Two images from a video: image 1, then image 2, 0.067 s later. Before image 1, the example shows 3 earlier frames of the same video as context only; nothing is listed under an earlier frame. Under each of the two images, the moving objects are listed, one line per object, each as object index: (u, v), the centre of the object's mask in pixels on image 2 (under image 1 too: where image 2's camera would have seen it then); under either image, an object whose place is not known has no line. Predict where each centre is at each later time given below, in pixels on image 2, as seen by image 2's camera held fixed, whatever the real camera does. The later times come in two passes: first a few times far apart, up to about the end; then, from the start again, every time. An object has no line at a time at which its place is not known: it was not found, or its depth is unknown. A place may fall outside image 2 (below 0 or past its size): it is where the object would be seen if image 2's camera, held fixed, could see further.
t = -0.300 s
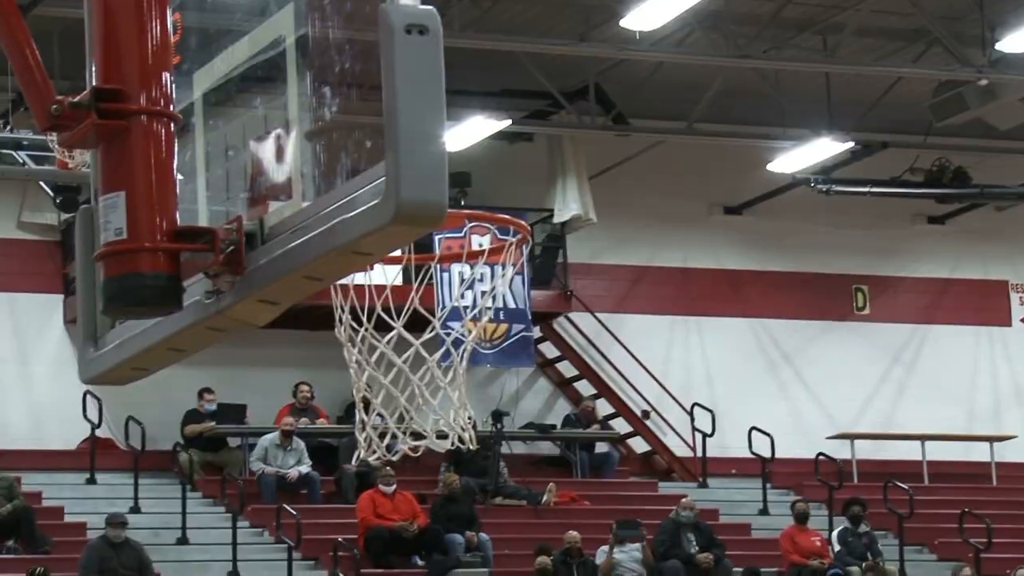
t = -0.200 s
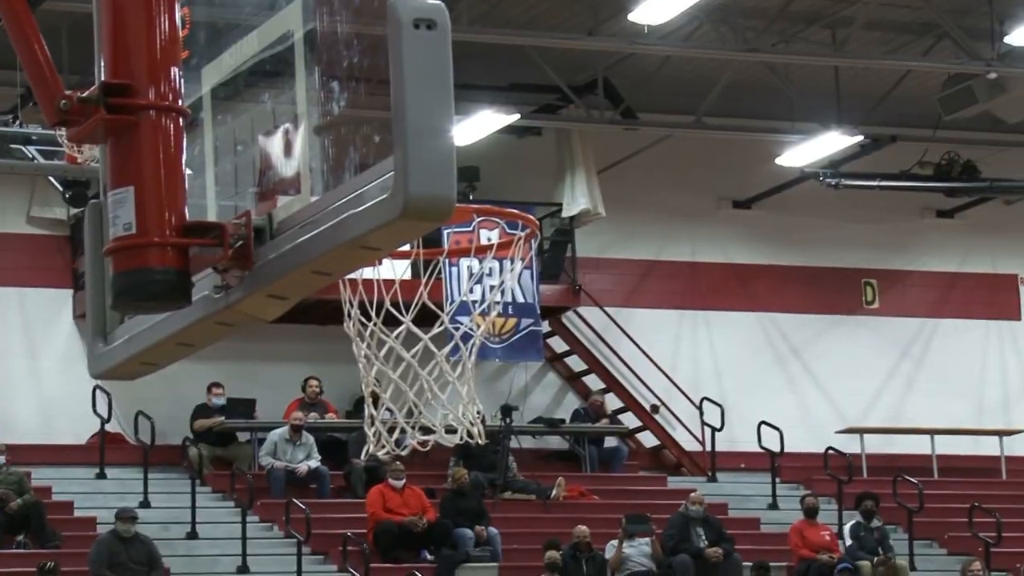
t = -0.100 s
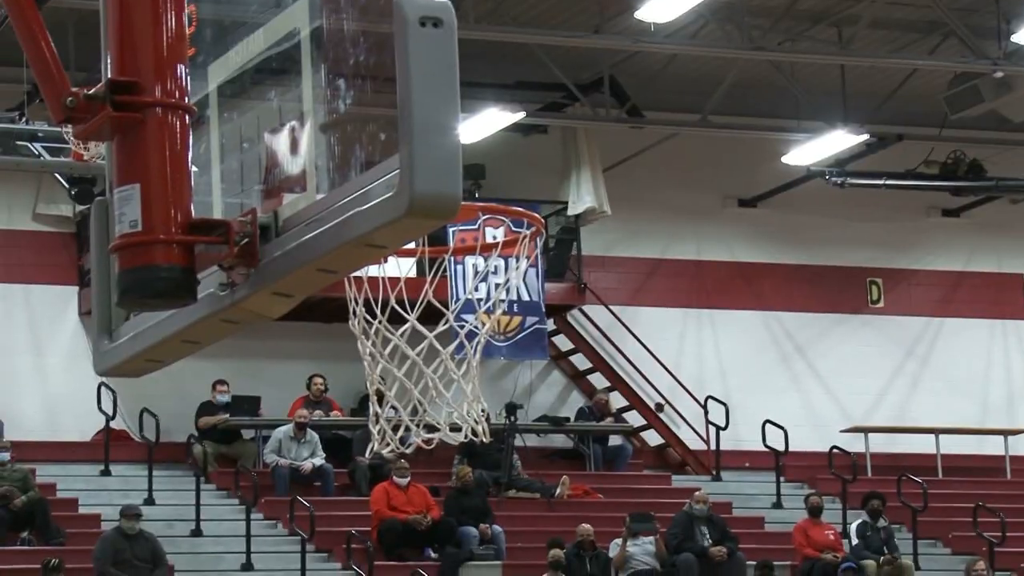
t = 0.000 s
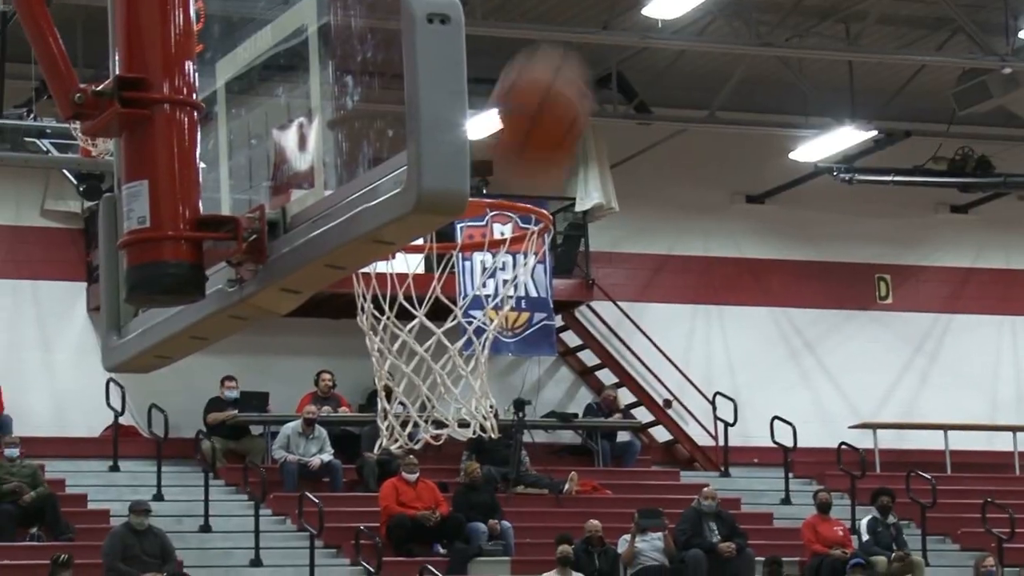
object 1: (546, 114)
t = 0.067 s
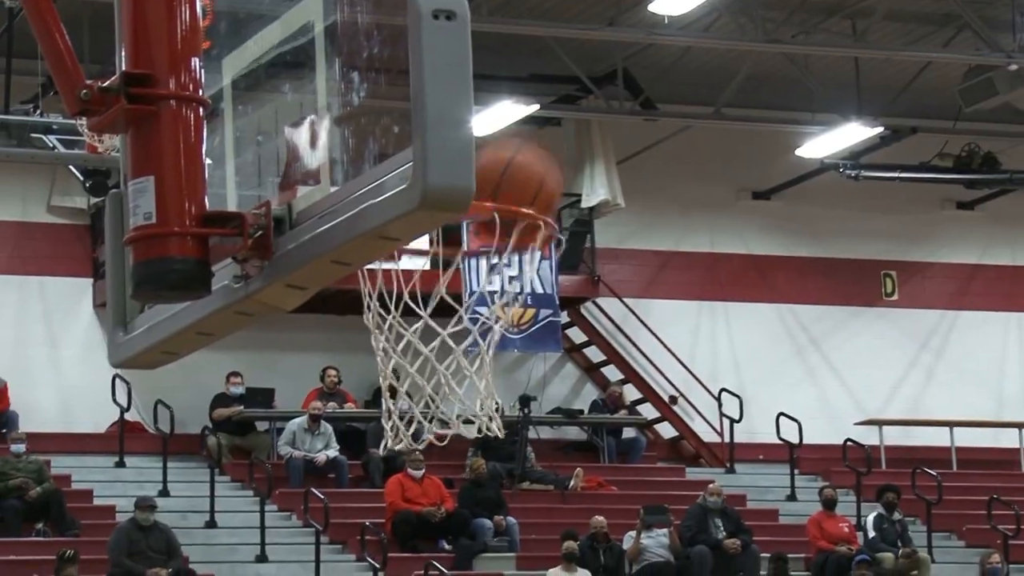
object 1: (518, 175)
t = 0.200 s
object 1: (560, 78)
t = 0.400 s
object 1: (633, 52)
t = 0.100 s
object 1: (525, 158)
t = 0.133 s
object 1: (536, 126)
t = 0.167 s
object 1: (548, 99)
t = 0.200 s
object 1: (560, 78)
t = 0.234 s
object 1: (572, 63)
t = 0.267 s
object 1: (583, 54)
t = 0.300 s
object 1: (594, 50)
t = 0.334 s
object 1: (607, 48)
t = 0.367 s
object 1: (621, 48)
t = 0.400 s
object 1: (633, 52)
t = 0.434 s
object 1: (647, 58)
